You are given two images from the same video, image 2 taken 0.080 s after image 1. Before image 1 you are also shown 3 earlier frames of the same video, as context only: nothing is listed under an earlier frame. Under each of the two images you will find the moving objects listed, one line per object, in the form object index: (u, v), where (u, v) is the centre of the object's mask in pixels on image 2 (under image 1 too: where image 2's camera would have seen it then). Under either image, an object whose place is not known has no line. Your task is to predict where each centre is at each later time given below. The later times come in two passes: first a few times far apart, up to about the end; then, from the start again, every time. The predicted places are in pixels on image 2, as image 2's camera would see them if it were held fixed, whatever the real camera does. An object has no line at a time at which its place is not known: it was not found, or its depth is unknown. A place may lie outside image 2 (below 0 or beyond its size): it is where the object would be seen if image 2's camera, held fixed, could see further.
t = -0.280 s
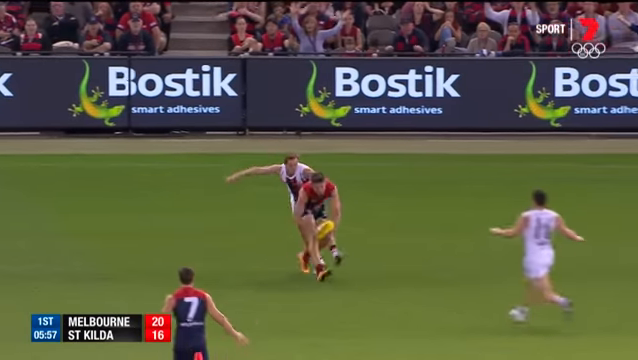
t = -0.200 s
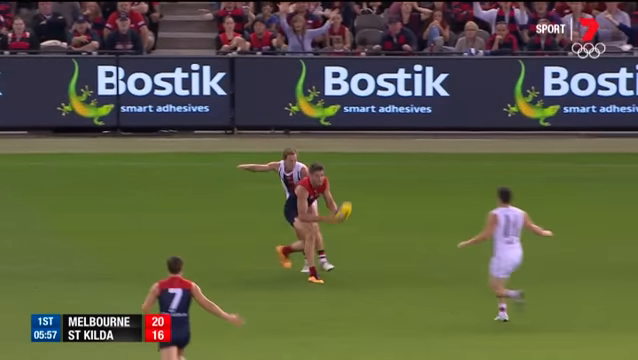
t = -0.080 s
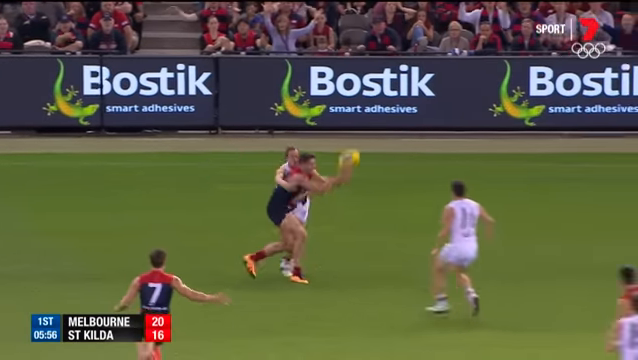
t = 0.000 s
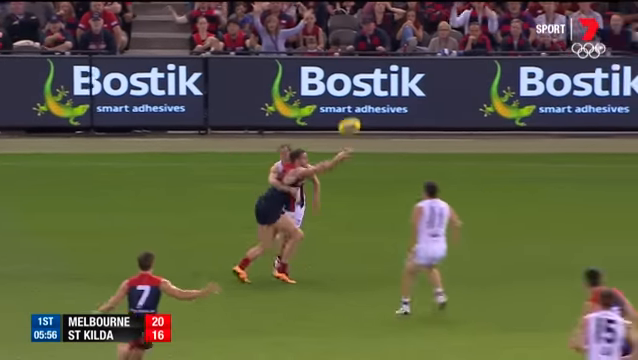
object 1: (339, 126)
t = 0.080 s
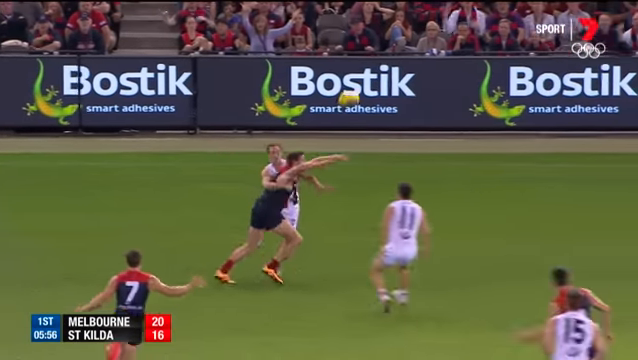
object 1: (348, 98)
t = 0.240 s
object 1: (369, 60)
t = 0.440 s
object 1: (395, 39)
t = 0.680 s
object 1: (425, 57)
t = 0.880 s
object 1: (450, 106)
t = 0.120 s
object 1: (353, 86)
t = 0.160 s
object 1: (359, 76)
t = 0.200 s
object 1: (364, 67)
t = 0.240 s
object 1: (369, 60)
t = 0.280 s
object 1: (374, 53)
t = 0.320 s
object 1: (379, 48)
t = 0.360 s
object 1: (385, 44)
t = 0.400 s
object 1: (390, 41)
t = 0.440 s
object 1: (395, 39)
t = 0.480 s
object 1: (400, 39)
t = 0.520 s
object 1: (405, 40)
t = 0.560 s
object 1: (410, 42)
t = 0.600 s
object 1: (415, 45)
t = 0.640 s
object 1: (420, 50)
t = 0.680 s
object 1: (425, 57)
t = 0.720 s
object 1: (430, 64)
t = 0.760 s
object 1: (435, 72)
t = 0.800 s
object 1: (440, 82)
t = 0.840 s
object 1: (445, 94)
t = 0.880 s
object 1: (450, 106)
